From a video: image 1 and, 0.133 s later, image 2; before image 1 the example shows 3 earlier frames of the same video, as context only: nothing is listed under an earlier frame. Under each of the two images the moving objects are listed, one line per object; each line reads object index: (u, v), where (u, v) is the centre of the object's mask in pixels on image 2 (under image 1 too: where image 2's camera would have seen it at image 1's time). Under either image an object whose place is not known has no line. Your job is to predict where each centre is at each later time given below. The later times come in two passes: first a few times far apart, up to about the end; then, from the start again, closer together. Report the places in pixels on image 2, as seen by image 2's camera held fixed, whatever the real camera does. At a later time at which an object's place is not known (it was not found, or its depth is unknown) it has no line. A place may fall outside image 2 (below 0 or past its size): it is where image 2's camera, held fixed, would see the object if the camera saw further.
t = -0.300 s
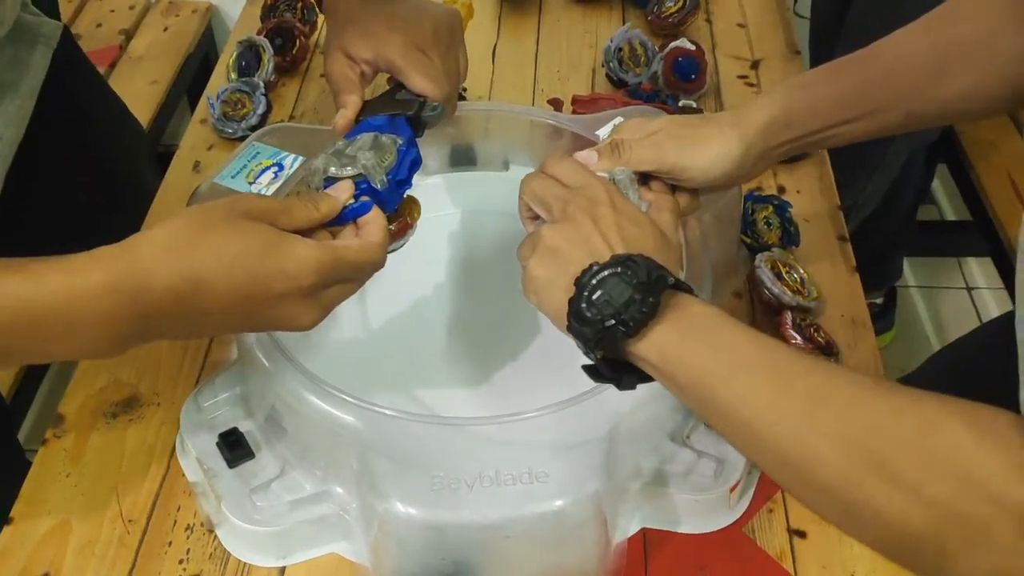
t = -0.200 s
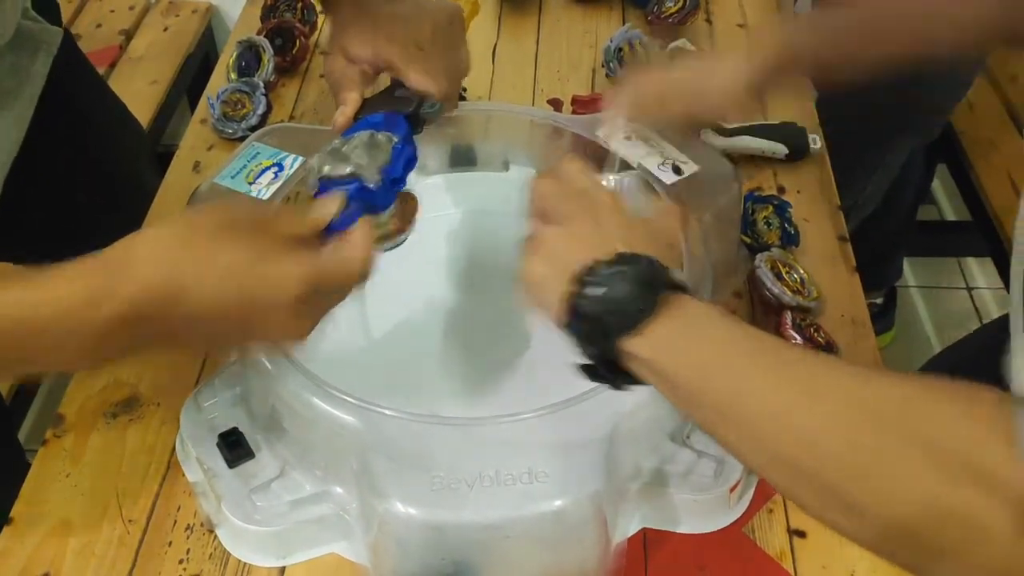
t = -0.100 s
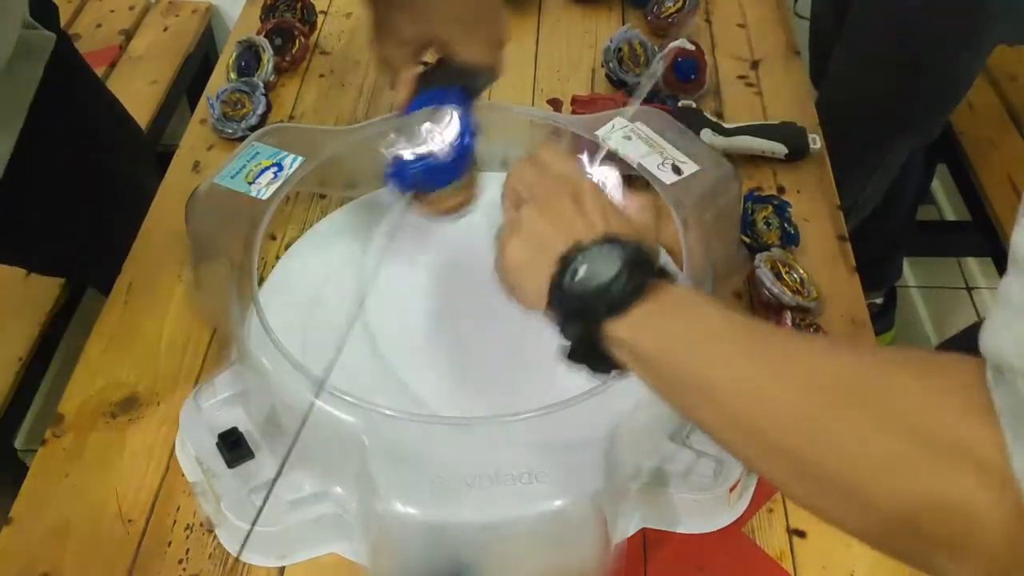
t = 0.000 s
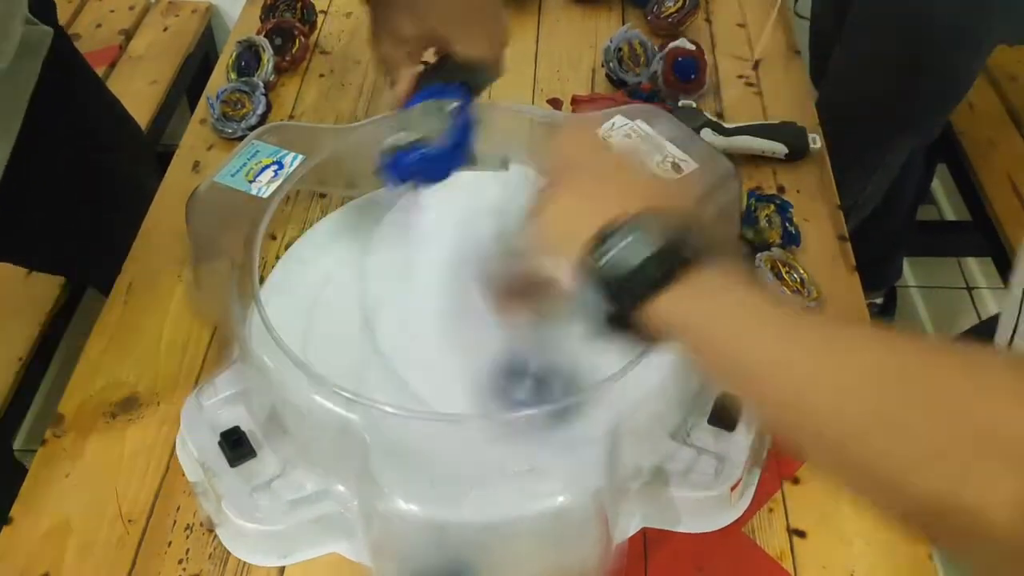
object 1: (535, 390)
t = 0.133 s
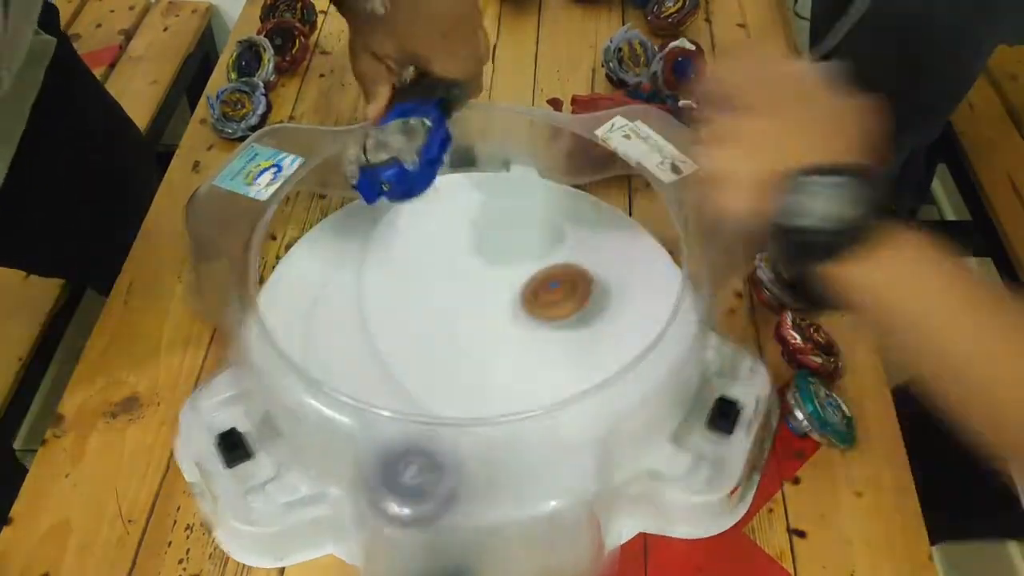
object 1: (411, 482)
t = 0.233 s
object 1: (438, 492)
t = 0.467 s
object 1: (463, 392)
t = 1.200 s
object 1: (522, 463)
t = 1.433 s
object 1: (438, 552)
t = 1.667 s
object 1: (449, 549)
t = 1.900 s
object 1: (490, 532)
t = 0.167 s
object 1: (424, 484)
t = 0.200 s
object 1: (431, 496)
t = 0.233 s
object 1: (438, 492)
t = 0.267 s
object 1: (443, 490)
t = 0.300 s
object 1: (448, 489)
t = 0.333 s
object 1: (454, 474)
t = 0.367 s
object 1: (459, 458)
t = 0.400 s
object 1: (461, 439)
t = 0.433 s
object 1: (463, 417)
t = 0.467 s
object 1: (463, 392)
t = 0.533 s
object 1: (455, 348)
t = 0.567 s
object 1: (443, 343)
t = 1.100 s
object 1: (523, 382)
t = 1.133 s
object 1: (526, 417)
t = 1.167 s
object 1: (529, 444)
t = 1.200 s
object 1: (522, 463)
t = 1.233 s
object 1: (513, 487)
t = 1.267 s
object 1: (503, 500)
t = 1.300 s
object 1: (486, 528)
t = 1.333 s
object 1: (482, 542)
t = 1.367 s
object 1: (459, 548)
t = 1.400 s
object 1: (453, 551)
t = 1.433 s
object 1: (438, 552)
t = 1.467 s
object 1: (424, 549)
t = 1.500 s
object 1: (424, 553)
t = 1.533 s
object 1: (435, 547)
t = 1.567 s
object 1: (440, 547)
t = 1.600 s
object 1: (446, 547)
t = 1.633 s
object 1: (448, 549)
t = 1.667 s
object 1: (449, 549)
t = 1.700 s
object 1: (451, 552)
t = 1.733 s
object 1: (453, 554)
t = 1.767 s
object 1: (457, 552)
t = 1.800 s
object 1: (461, 548)
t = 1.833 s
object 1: (467, 551)
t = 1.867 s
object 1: (475, 554)
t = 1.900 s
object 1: (490, 532)
